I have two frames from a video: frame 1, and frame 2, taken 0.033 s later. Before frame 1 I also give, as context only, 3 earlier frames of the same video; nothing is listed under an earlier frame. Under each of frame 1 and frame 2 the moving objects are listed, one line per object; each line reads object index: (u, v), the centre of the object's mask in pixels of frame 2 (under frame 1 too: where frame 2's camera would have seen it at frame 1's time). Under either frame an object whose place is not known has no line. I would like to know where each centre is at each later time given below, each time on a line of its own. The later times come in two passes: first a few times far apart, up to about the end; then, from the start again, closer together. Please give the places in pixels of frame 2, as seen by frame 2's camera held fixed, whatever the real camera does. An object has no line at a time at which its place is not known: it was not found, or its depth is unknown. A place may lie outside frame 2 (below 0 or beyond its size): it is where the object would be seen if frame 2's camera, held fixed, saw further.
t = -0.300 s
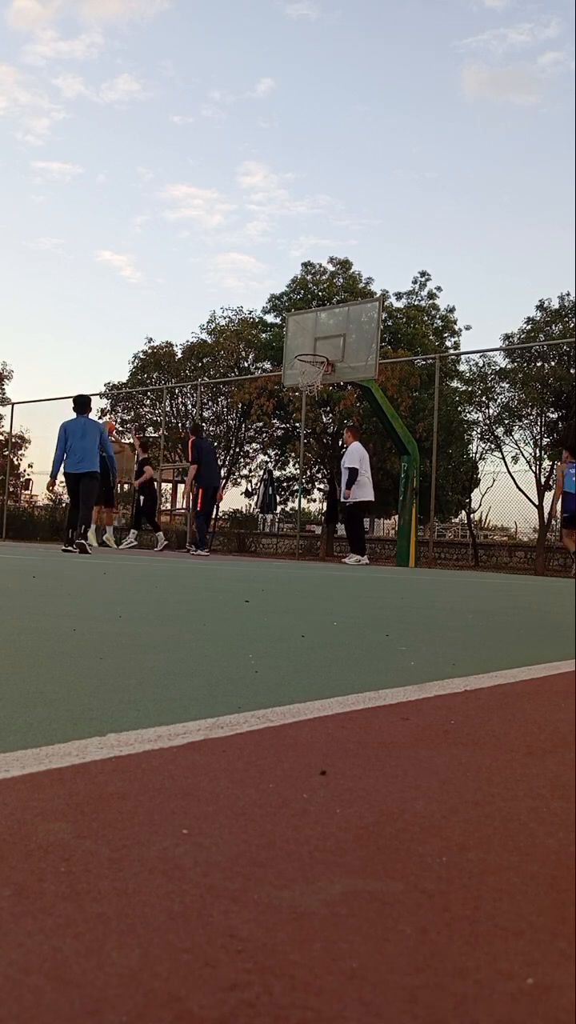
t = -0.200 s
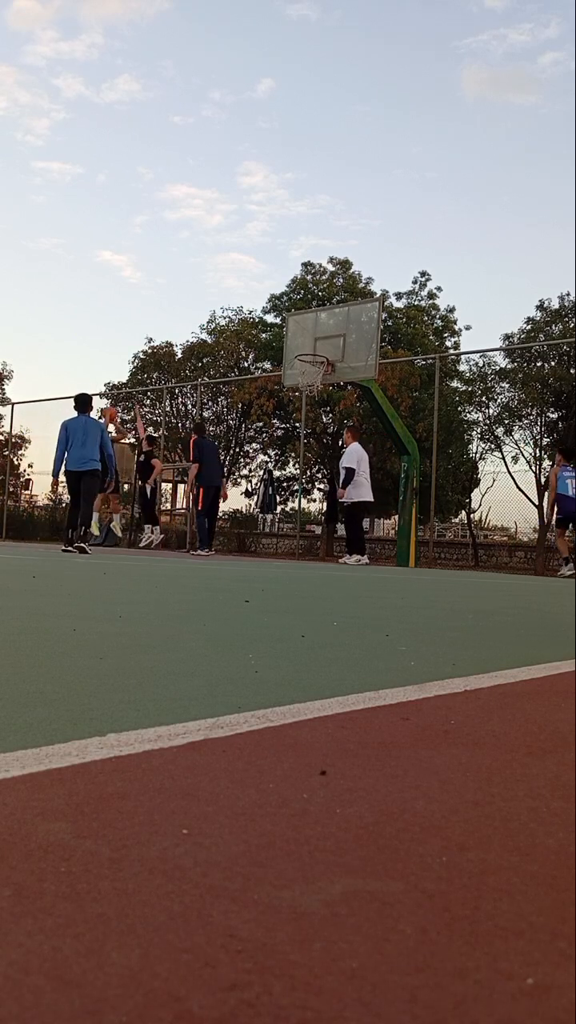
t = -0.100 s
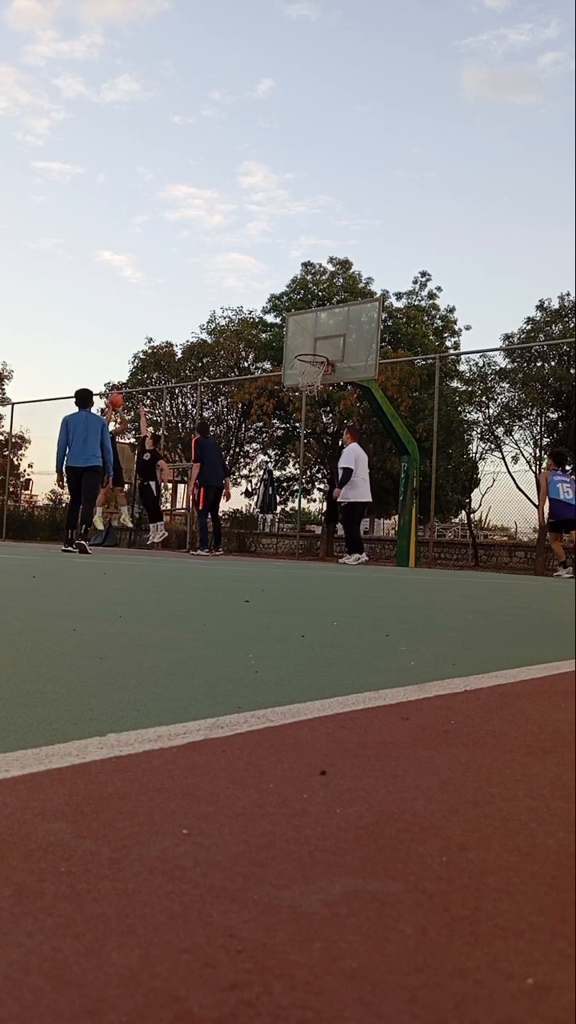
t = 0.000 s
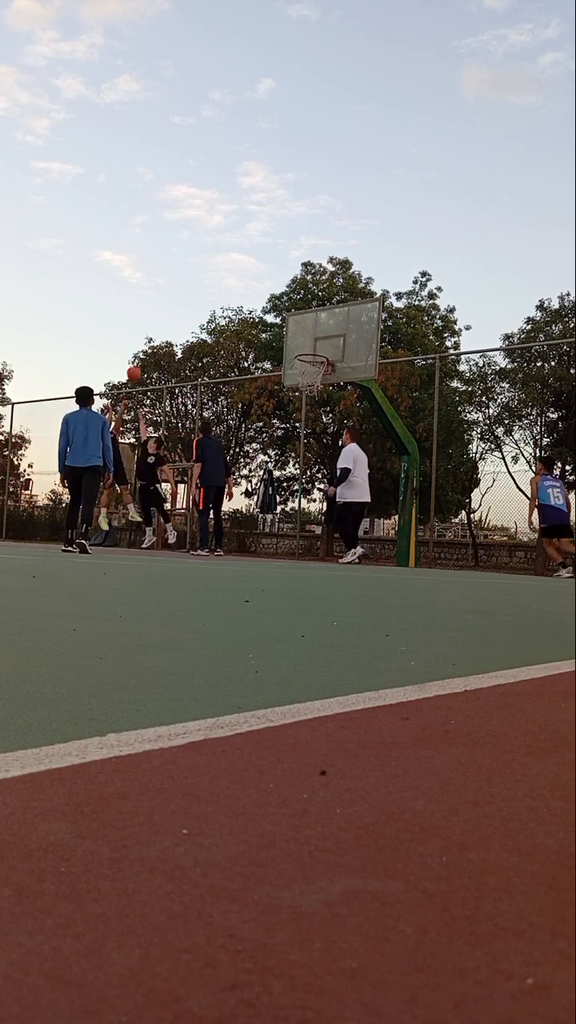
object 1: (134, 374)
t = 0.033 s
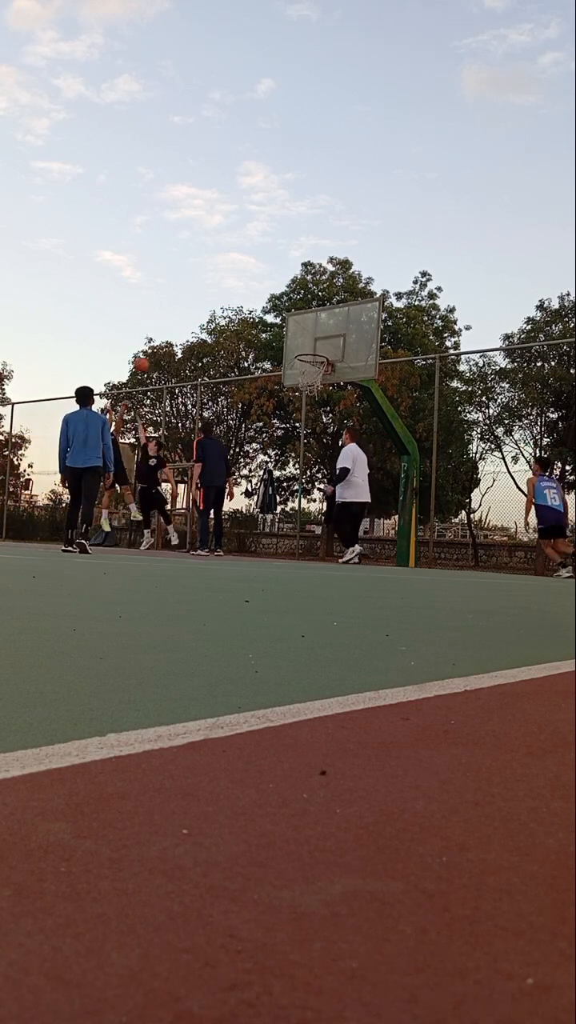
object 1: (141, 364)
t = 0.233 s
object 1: (185, 325)
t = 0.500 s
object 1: (244, 306)
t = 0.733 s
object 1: (296, 323)
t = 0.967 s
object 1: (346, 340)
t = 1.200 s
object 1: (372, 329)
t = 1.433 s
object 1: (389, 354)
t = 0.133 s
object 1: (163, 342)
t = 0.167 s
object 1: (171, 336)
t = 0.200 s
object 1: (178, 330)
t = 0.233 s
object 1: (185, 325)
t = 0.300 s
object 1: (200, 316)
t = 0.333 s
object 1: (207, 313)
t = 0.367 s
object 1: (214, 310)
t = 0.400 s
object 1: (222, 308)
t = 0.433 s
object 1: (229, 306)
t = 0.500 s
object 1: (244, 306)
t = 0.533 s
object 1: (251, 306)
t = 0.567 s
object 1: (259, 307)
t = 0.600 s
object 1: (266, 309)
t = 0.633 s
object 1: (274, 311)
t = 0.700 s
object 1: (288, 318)
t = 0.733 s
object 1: (296, 323)
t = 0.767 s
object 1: (304, 328)
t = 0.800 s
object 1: (312, 334)
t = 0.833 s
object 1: (319, 341)
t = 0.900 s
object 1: (333, 349)
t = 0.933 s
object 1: (339, 344)
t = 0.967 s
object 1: (346, 340)
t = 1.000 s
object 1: (352, 337)
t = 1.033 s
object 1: (357, 334)
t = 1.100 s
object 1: (364, 330)
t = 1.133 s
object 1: (367, 329)
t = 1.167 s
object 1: (370, 329)
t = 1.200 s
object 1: (372, 329)
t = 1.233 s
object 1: (375, 330)
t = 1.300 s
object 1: (380, 336)
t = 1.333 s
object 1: (382, 339)
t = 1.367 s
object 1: (385, 344)
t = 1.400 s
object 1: (387, 348)
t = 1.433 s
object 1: (389, 354)
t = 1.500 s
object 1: (394, 369)
